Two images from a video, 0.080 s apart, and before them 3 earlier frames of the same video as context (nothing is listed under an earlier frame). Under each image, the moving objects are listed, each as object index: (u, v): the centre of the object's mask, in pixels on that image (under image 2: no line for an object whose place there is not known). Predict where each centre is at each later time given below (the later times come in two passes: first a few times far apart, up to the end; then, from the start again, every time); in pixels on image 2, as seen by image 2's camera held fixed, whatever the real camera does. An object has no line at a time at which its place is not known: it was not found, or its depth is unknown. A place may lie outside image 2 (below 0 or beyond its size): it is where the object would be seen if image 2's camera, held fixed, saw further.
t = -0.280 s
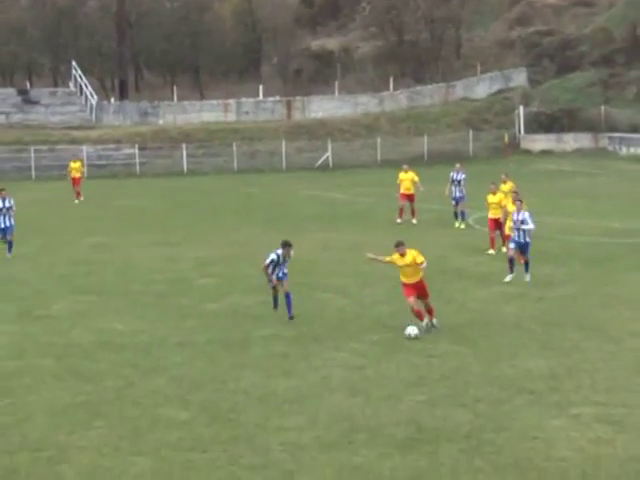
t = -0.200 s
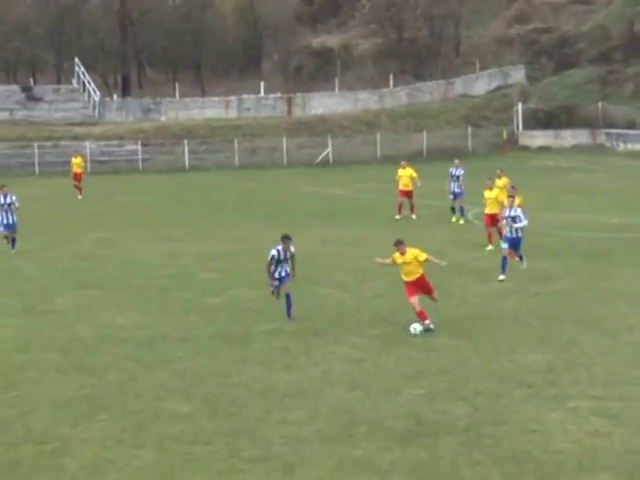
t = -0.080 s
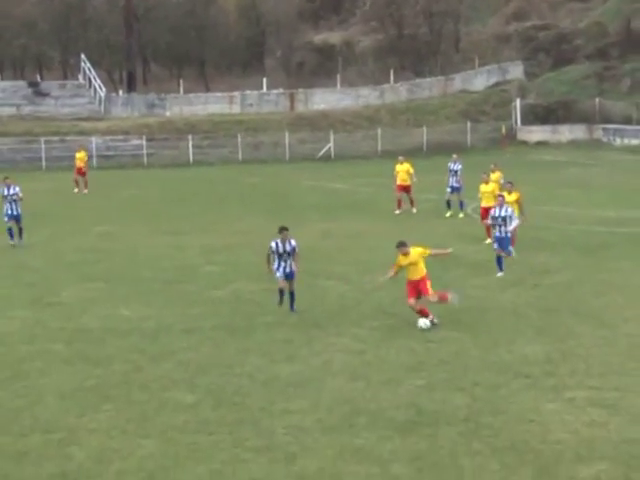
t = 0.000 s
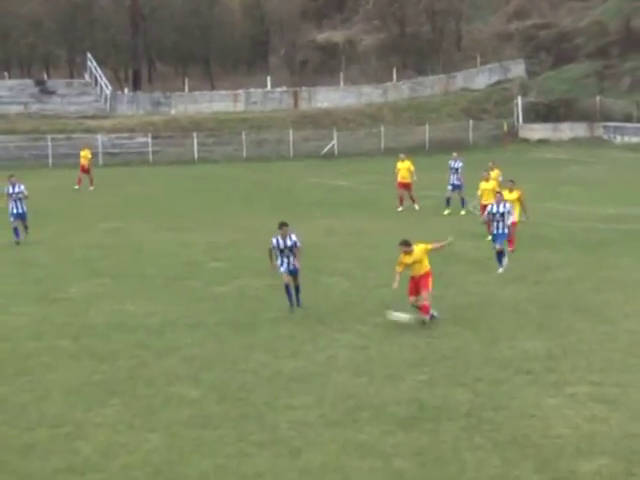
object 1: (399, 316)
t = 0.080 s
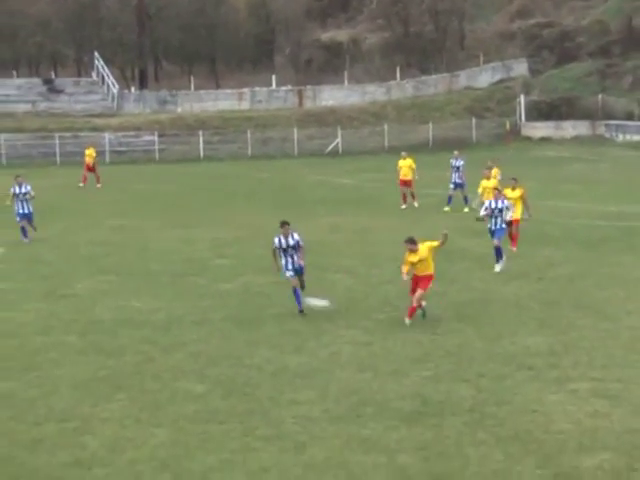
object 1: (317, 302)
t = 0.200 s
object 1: (186, 293)
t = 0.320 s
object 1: (58, 290)
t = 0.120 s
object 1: (273, 299)
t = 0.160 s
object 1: (230, 295)
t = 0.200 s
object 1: (186, 293)
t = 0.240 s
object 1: (141, 291)
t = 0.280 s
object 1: (99, 290)
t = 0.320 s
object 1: (58, 290)
